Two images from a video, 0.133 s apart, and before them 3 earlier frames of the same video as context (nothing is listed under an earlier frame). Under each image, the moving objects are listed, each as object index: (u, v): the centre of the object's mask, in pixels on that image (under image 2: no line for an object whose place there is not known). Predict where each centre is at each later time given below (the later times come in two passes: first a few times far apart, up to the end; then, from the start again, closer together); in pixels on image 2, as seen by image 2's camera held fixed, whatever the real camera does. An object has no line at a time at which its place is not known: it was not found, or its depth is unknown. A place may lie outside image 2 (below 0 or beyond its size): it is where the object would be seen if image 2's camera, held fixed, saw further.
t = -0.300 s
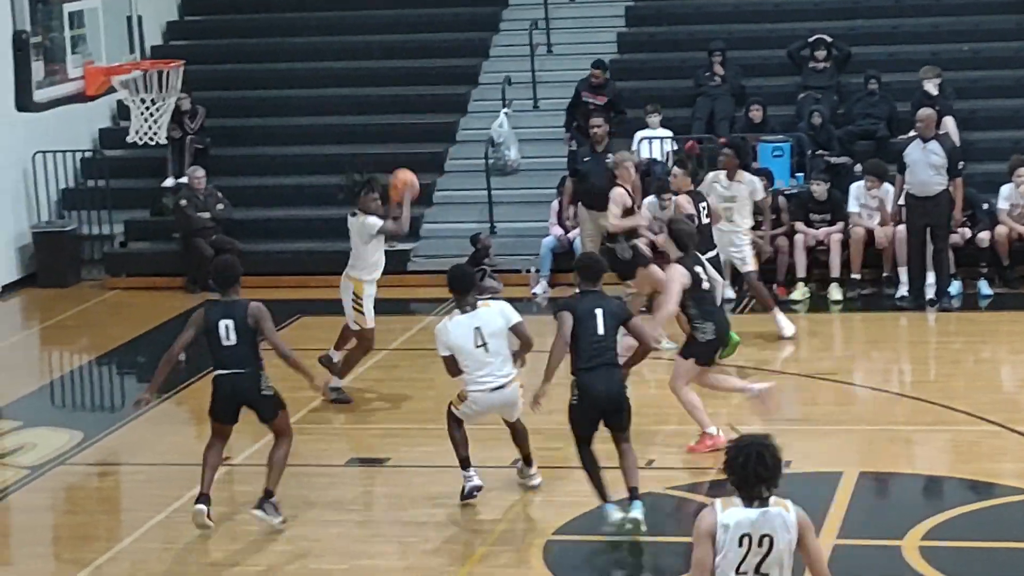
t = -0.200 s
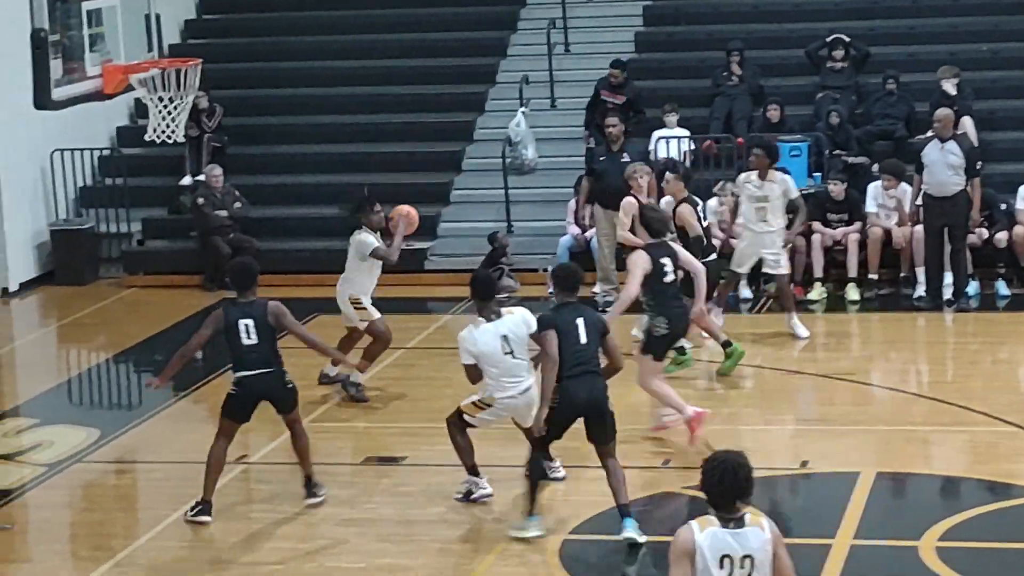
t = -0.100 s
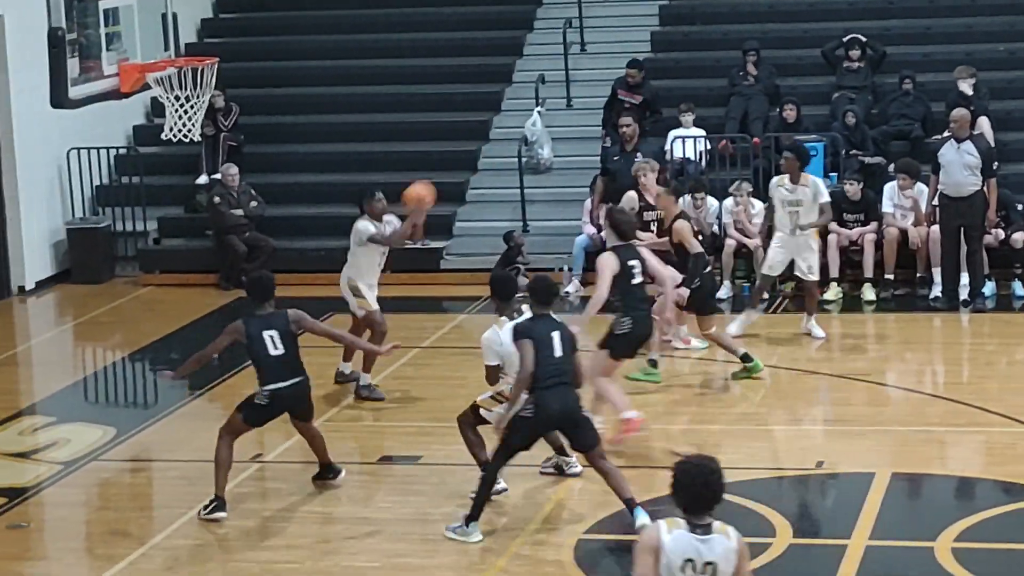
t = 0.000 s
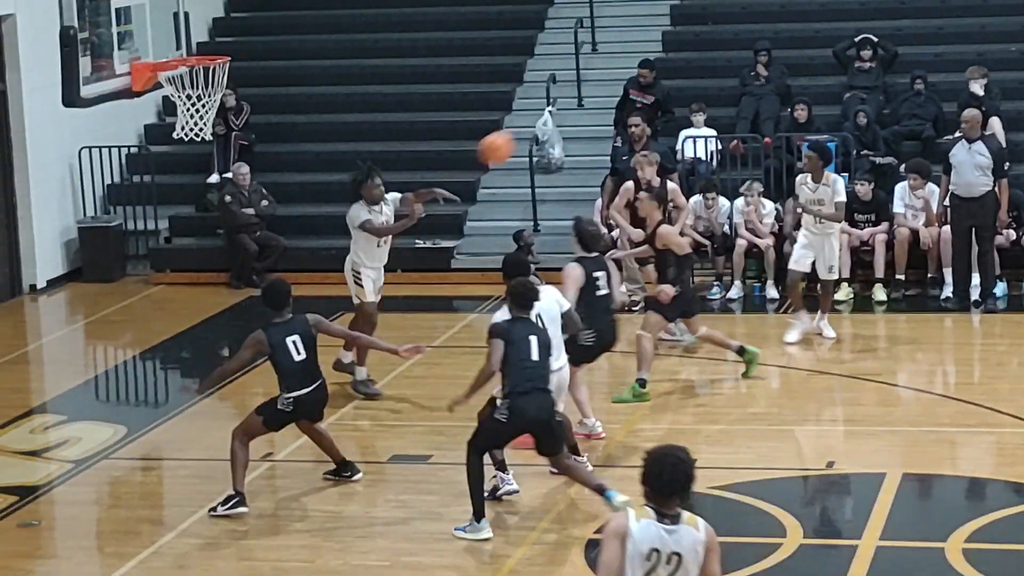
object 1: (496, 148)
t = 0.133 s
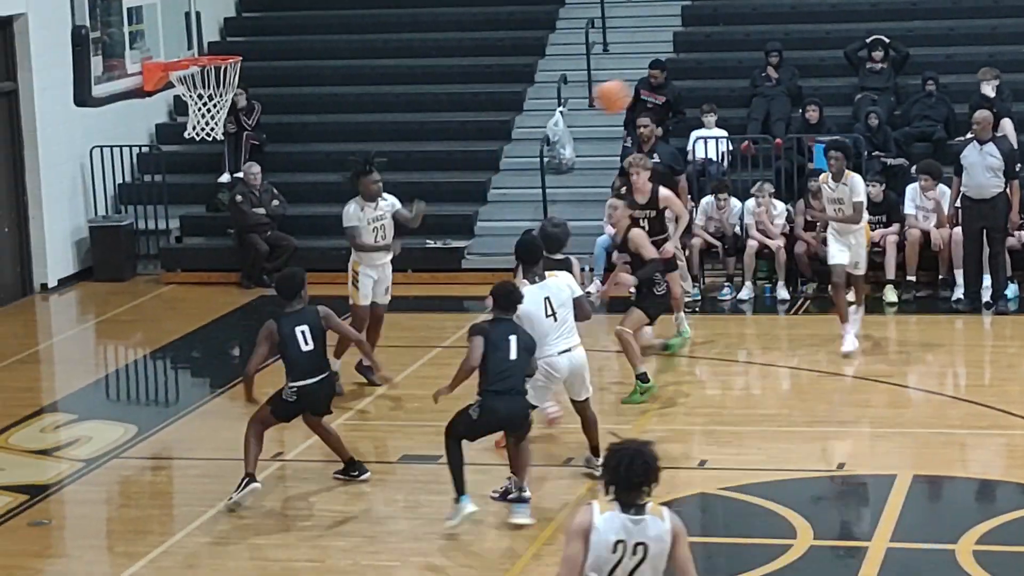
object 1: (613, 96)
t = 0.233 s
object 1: (698, 70)
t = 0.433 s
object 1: (889, 51)
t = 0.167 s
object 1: (642, 86)
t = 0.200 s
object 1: (669, 78)
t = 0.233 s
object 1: (698, 70)
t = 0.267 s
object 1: (727, 64)
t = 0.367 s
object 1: (823, 52)
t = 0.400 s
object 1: (854, 51)
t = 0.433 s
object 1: (889, 51)
